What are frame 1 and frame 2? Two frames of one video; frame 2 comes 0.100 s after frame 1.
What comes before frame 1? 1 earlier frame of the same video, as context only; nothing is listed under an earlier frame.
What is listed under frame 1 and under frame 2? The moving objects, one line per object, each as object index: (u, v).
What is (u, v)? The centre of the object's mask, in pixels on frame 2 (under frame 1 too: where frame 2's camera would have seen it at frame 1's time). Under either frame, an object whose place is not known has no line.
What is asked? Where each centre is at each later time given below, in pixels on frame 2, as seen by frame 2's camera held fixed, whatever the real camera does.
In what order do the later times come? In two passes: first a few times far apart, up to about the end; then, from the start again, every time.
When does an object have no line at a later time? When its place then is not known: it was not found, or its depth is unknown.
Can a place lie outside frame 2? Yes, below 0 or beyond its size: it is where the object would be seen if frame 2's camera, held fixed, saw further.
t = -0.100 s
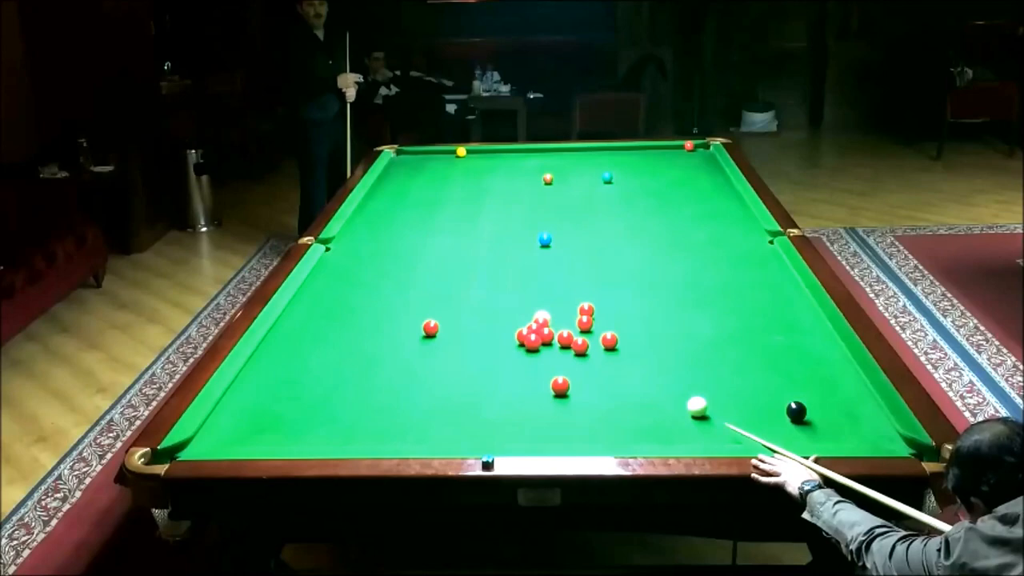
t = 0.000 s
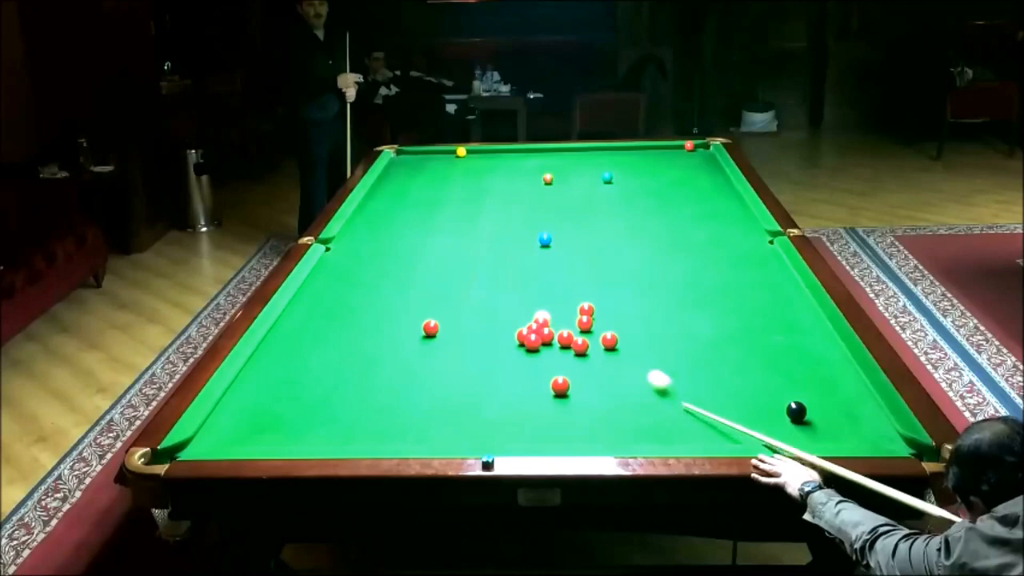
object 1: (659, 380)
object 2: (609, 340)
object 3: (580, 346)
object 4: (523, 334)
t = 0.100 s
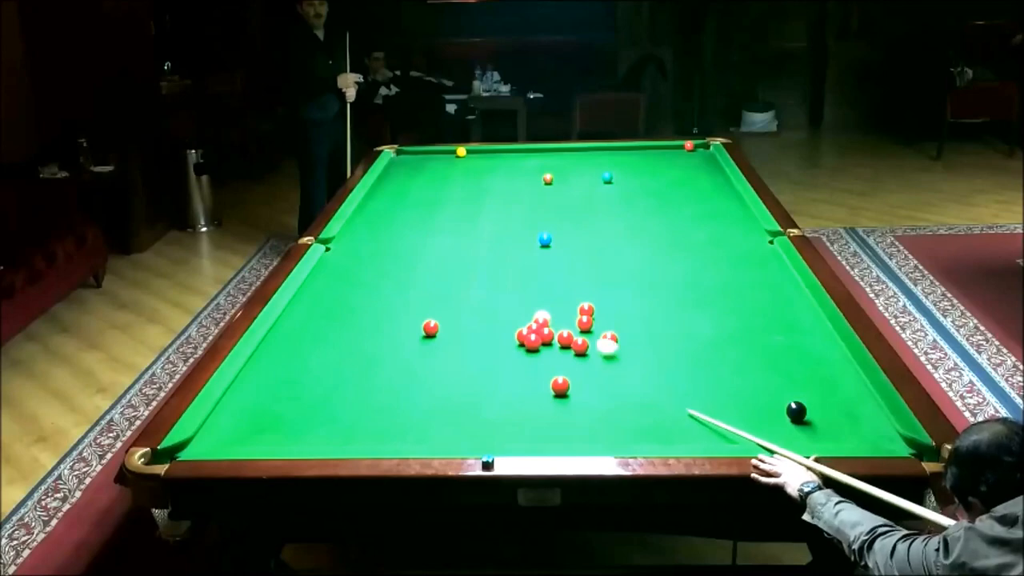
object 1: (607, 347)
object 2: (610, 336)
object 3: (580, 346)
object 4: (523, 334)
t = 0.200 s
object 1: (597, 343)
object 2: (618, 319)
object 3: (546, 345)
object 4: (520, 334)
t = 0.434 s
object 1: (605, 344)
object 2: (636, 283)
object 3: (528, 352)
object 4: (482, 326)
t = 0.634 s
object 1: (614, 346)
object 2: (648, 258)
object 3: (513, 358)
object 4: (454, 318)
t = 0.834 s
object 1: (622, 348)
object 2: (658, 237)
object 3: (498, 364)
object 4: (428, 311)
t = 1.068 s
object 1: (629, 350)
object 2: (668, 216)
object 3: (481, 370)
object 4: (399, 304)
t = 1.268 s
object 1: (635, 352)
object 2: (676, 200)
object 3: (468, 375)
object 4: (377, 299)
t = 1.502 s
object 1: (640, 353)
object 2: (685, 183)
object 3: (454, 381)
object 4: (353, 292)
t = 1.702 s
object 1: (645, 354)
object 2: (691, 170)
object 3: (442, 385)
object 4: (333, 287)
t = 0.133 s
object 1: (597, 345)
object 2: (612, 334)
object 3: (573, 345)
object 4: (523, 334)
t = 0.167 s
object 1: (597, 344)
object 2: (615, 326)
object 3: (554, 344)
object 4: (523, 334)
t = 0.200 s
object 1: (597, 343)
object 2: (618, 319)
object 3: (546, 345)
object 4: (520, 334)
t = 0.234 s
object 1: (597, 343)
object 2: (621, 313)
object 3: (544, 346)
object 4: (513, 332)
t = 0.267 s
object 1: (598, 343)
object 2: (624, 307)
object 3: (541, 347)
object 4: (508, 331)
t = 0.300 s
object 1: (599, 342)
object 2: (627, 302)
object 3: (538, 348)
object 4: (502, 330)
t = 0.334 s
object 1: (601, 343)
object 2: (629, 297)
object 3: (536, 349)
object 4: (498, 329)
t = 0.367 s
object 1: (602, 343)
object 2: (631, 292)
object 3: (533, 350)
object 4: (493, 328)
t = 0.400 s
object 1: (604, 344)
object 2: (633, 288)
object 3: (530, 351)
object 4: (487, 327)
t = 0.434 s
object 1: (605, 344)
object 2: (636, 283)
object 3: (528, 352)
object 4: (482, 326)
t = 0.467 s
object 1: (607, 344)
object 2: (638, 279)
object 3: (525, 353)
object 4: (478, 324)
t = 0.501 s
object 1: (608, 345)
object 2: (640, 275)
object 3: (523, 354)
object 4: (473, 323)
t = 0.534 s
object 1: (610, 345)
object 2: (642, 270)
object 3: (520, 355)
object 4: (468, 322)
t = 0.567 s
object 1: (611, 346)
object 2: (644, 266)
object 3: (518, 356)
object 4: (464, 321)
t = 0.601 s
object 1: (613, 346)
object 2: (646, 262)
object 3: (515, 357)
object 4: (459, 319)
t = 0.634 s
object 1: (614, 346)
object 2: (648, 258)
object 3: (513, 358)
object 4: (454, 318)
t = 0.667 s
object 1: (615, 347)
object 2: (649, 255)
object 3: (510, 359)
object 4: (450, 317)
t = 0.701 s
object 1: (617, 347)
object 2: (651, 251)
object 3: (507, 360)
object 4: (445, 316)
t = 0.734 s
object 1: (618, 348)
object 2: (653, 248)
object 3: (505, 361)
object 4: (441, 315)
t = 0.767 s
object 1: (619, 348)
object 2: (655, 244)
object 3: (503, 362)
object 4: (437, 314)
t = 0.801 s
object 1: (621, 348)
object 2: (656, 241)
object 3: (500, 363)
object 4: (432, 312)
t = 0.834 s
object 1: (622, 348)
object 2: (658, 237)
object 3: (498, 364)
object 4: (428, 311)
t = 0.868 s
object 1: (623, 349)
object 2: (659, 234)
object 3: (495, 365)
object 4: (424, 311)
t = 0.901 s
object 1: (624, 349)
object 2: (661, 231)
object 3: (493, 366)
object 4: (419, 310)
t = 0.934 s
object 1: (625, 349)
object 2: (663, 228)
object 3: (490, 367)
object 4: (415, 309)
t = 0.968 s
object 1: (626, 349)
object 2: (664, 225)
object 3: (488, 367)
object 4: (411, 308)
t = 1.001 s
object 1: (627, 350)
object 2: (665, 222)
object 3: (486, 368)
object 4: (407, 307)
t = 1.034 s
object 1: (629, 350)
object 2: (667, 219)
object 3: (484, 369)
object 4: (403, 306)
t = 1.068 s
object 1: (629, 350)
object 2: (668, 216)
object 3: (481, 370)
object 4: (399, 304)
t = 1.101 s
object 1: (630, 351)
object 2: (670, 213)
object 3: (479, 371)
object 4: (395, 303)
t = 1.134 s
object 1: (631, 351)
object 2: (671, 210)
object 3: (477, 372)
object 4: (391, 303)
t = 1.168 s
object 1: (632, 351)
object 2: (673, 208)
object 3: (475, 372)
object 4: (388, 301)
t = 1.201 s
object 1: (633, 352)
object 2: (674, 205)
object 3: (472, 374)
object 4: (384, 301)
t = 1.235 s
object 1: (634, 352)
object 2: (675, 202)
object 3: (470, 374)
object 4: (380, 299)
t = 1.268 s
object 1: (635, 352)
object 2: (676, 200)
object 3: (468, 375)
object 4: (377, 299)
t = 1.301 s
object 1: (636, 352)
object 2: (678, 198)
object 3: (466, 376)
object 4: (373, 298)
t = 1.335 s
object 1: (637, 352)
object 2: (679, 195)
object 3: (464, 377)
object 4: (369, 297)
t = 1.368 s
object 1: (637, 352)
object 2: (680, 192)
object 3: (462, 378)
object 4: (366, 296)
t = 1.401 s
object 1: (638, 353)
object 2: (681, 190)
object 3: (459, 378)
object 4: (363, 295)
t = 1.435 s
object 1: (639, 353)
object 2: (683, 188)
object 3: (457, 379)
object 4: (359, 294)
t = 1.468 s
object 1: (640, 353)
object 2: (684, 185)
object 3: (455, 380)
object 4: (356, 293)
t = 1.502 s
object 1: (640, 353)
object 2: (685, 183)
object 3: (454, 381)
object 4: (353, 292)
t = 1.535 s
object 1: (641, 354)
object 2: (686, 181)
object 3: (452, 381)
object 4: (349, 292)
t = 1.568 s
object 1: (642, 354)
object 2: (687, 179)
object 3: (450, 382)
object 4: (346, 291)
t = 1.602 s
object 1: (643, 354)
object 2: (688, 177)
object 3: (448, 383)
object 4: (343, 290)
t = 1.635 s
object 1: (643, 354)
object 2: (689, 175)
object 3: (446, 383)
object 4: (339, 289)
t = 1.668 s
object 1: (644, 354)
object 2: (690, 173)
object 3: (444, 384)
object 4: (336, 288)
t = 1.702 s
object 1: (645, 354)
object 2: (691, 170)
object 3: (442, 385)
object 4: (333, 287)
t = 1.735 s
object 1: (645, 354)
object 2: (692, 169)
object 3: (440, 385)
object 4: (330, 287)
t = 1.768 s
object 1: (646, 354)
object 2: (693, 167)
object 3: (438, 386)
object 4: (327, 286)
